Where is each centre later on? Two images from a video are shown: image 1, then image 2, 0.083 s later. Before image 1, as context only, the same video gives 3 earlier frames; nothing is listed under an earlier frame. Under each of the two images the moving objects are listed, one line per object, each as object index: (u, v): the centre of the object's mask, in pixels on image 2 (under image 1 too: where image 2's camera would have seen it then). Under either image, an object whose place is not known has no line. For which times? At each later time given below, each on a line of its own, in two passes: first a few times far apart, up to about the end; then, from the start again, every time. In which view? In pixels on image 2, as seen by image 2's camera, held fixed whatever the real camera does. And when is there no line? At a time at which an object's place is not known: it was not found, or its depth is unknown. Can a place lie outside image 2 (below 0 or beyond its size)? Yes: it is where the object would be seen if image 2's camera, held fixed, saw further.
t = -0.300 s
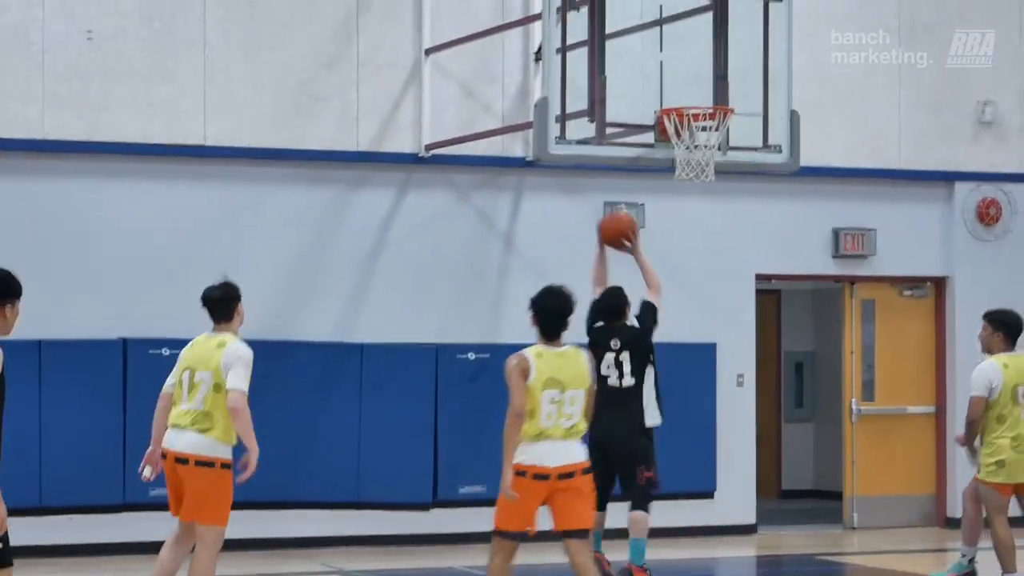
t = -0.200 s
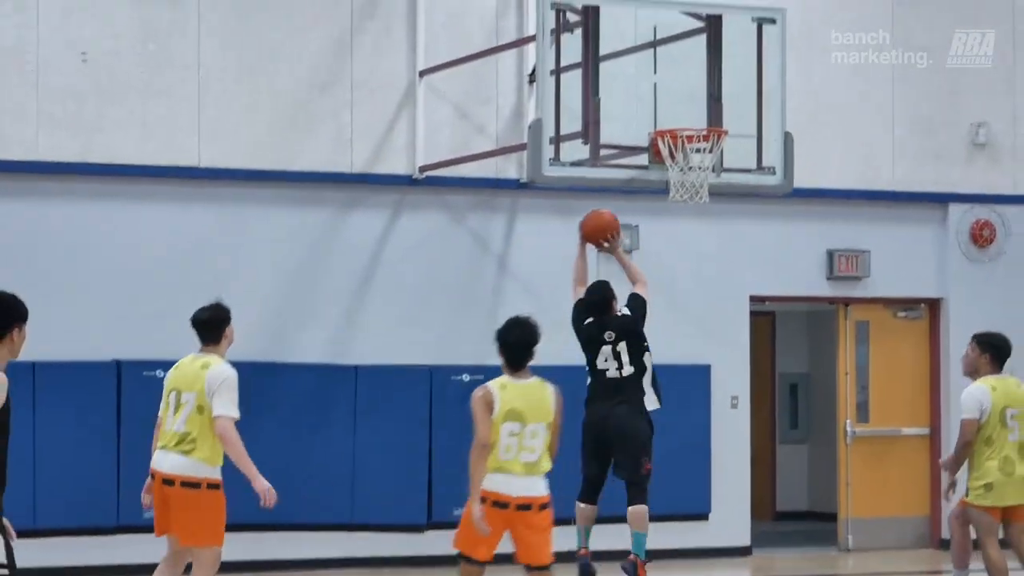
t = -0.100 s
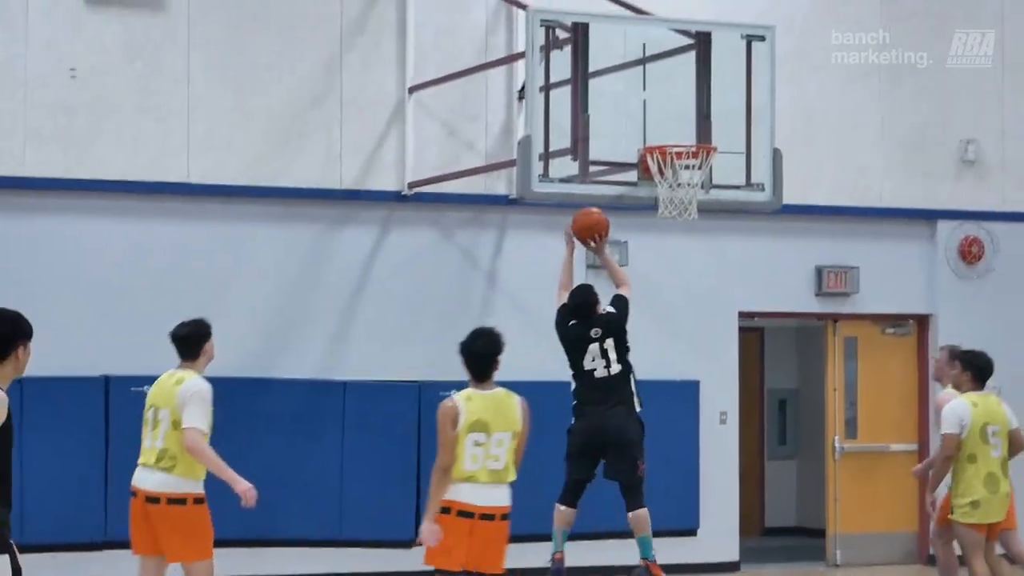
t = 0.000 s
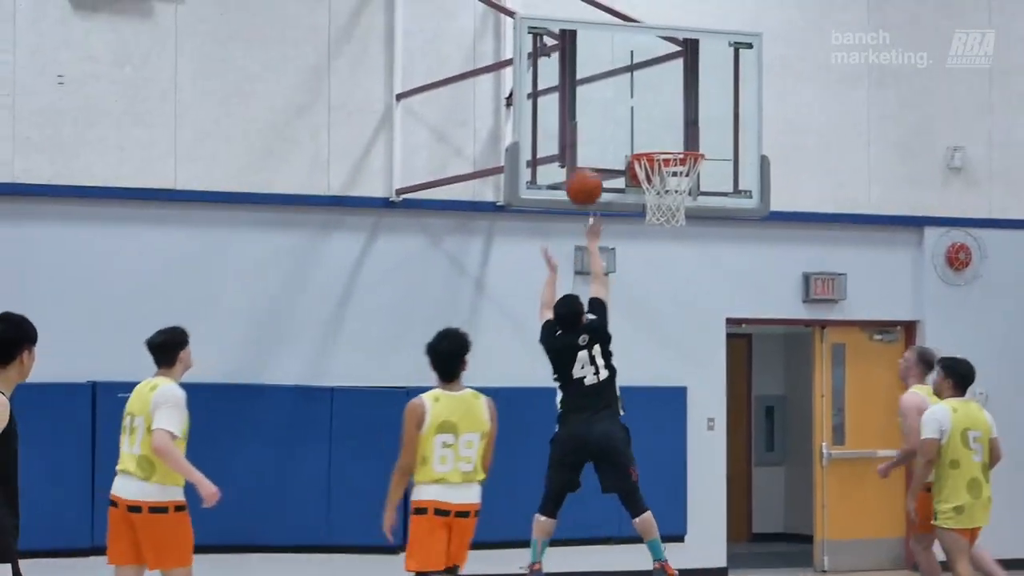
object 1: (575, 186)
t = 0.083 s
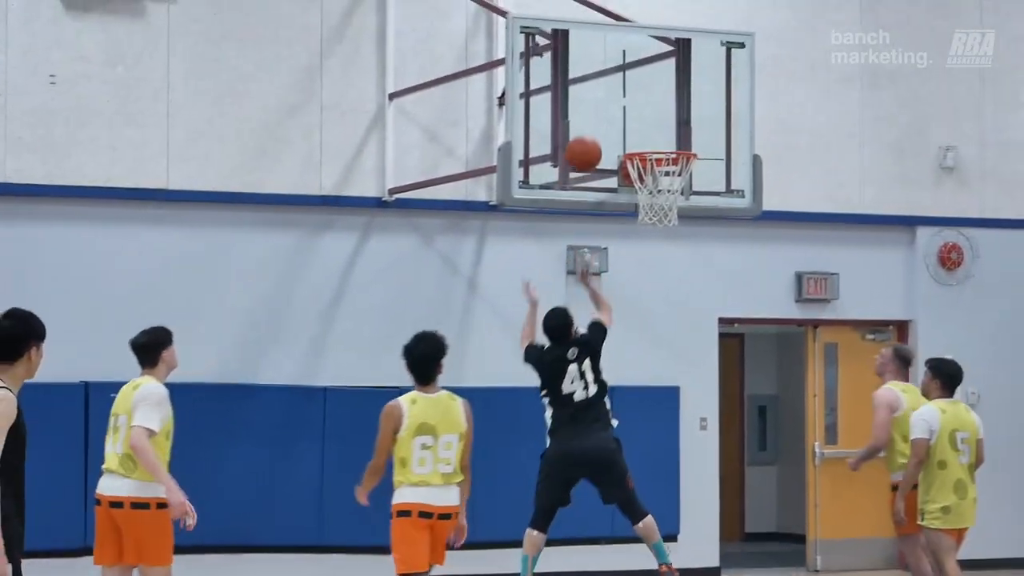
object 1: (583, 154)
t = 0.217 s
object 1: (594, 122)
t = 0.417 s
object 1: (629, 128)
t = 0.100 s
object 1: (584, 147)
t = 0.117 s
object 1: (585, 143)
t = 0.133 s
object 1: (587, 138)
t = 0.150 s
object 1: (588, 134)
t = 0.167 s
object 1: (590, 131)
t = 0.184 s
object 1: (591, 127)
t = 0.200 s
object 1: (593, 125)
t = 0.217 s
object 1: (594, 122)
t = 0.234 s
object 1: (596, 120)
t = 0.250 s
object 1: (597, 118)
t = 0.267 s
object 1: (599, 118)
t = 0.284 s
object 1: (600, 117)
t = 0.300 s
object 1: (604, 117)
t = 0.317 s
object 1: (607, 118)
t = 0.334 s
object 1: (611, 118)
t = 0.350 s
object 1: (614, 119)
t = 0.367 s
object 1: (618, 121)
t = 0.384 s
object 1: (622, 123)
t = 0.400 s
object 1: (625, 125)
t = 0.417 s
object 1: (629, 128)
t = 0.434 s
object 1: (632, 131)
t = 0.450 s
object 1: (636, 135)
